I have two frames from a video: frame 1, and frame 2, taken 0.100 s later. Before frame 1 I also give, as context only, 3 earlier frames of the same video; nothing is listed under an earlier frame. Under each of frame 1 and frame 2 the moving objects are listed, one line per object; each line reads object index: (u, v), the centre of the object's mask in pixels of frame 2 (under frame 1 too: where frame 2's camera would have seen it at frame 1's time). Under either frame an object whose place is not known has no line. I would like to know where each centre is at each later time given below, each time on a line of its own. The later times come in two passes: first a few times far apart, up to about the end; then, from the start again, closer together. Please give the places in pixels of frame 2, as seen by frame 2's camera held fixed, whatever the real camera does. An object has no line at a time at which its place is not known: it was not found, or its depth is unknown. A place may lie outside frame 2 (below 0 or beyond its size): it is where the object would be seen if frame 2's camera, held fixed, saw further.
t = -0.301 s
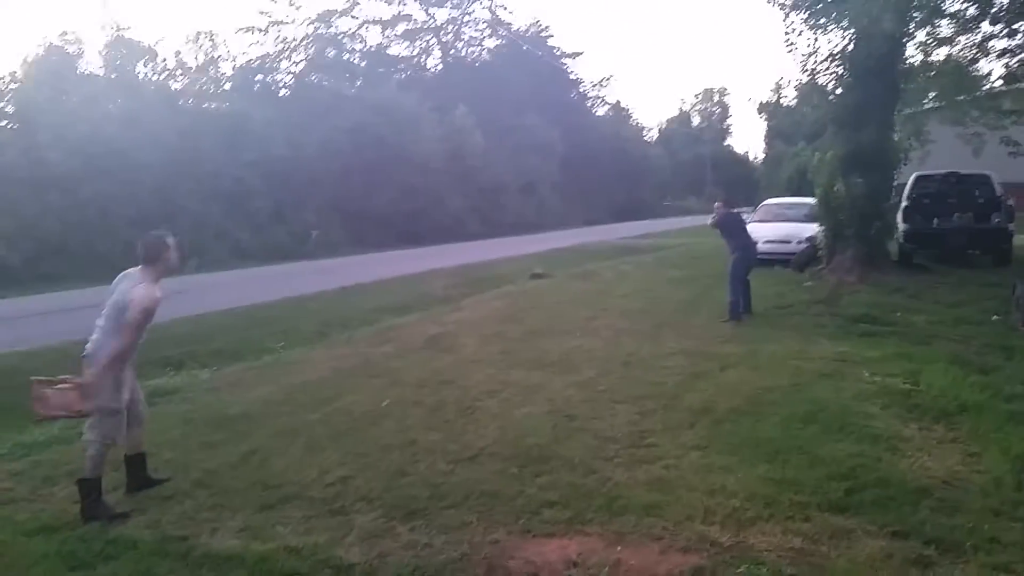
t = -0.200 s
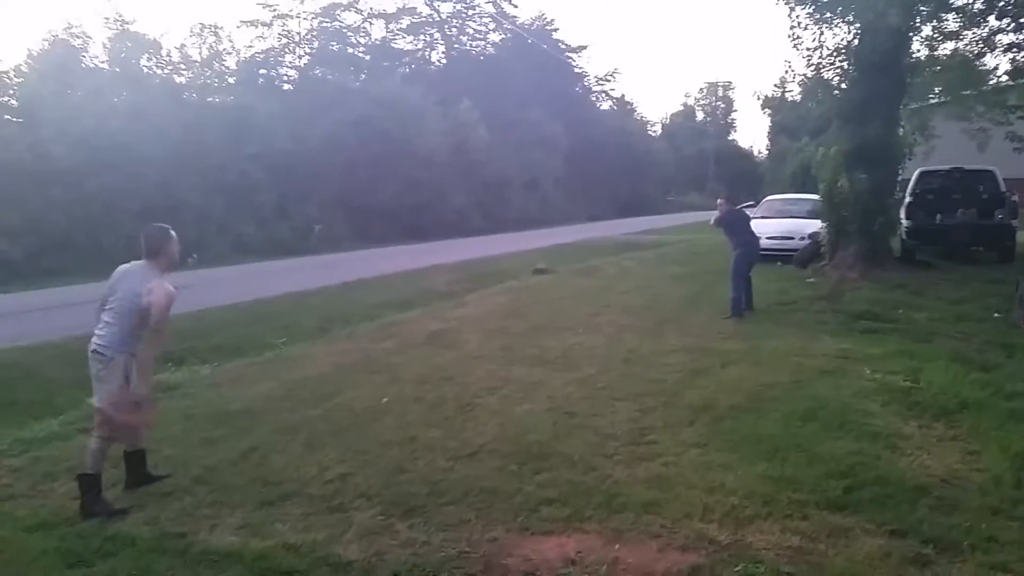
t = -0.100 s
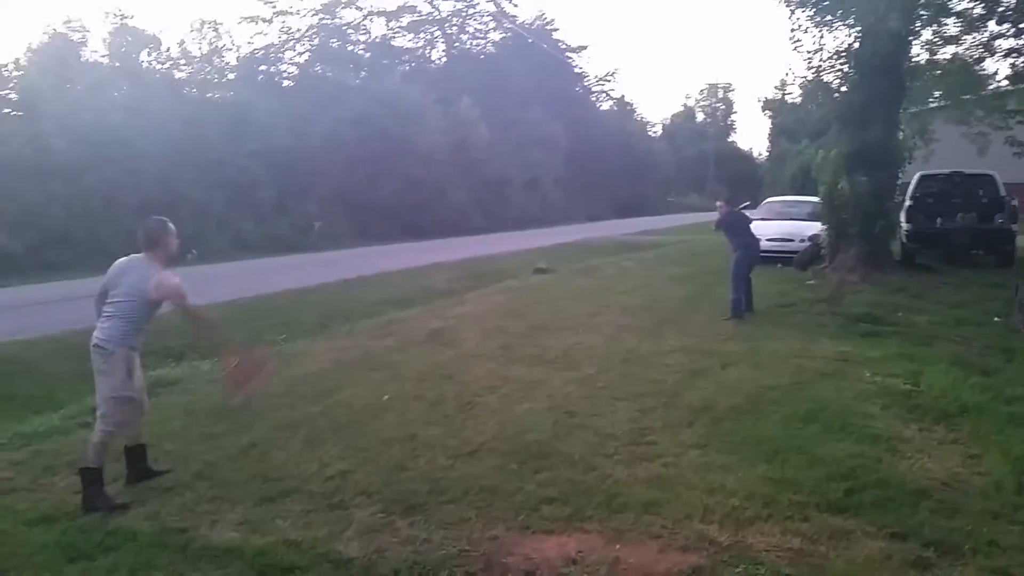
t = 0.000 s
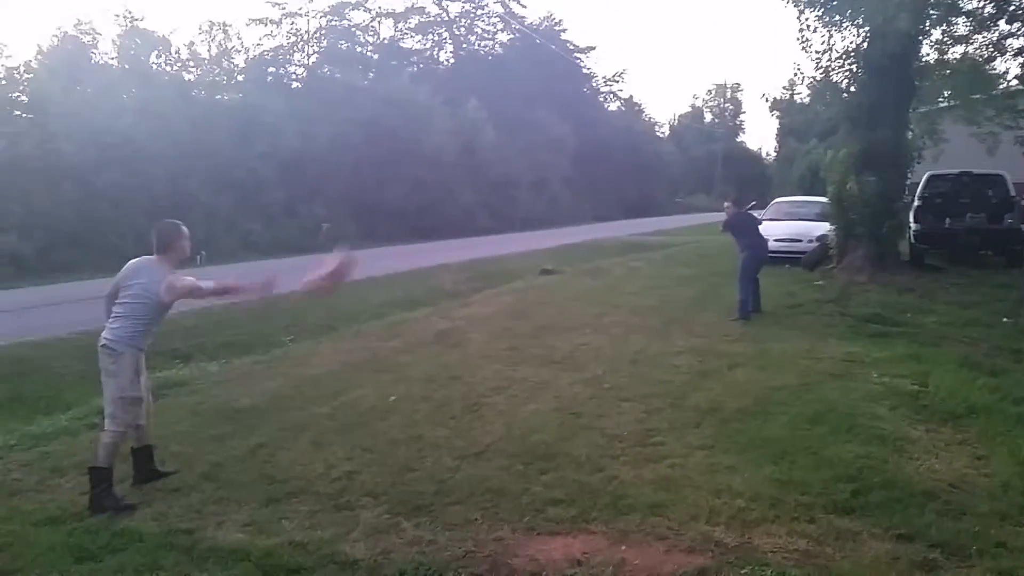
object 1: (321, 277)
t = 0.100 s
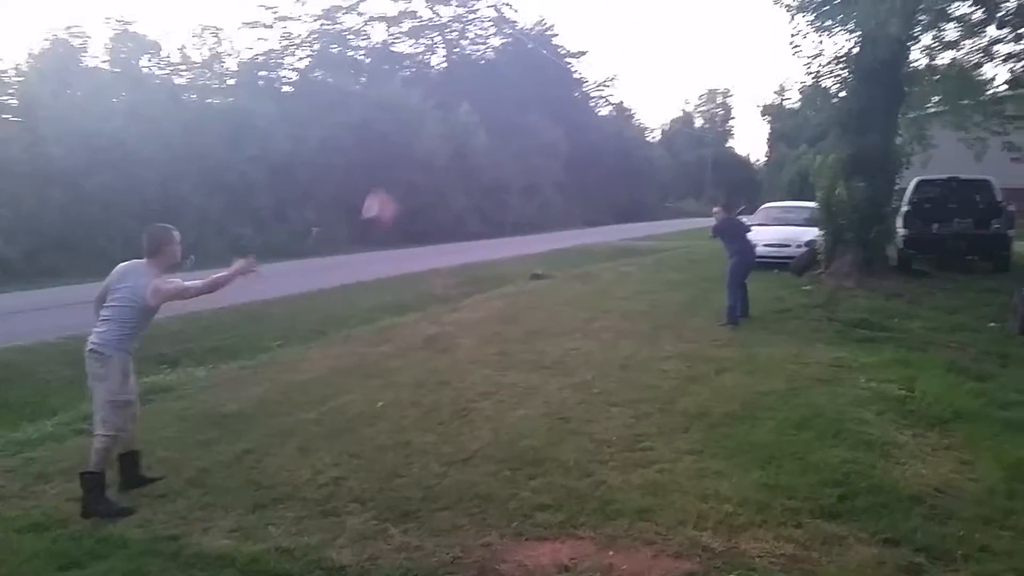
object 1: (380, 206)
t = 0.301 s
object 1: (468, 133)
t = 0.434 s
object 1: (507, 121)
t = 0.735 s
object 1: (576, 148)
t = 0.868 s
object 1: (603, 182)
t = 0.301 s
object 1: (468, 133)
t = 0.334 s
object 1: (476, 127)
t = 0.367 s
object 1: (486, 125)
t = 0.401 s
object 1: (500, 123)
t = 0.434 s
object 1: (507, 121)
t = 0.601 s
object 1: (552, 127)
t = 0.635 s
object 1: (558, 130)
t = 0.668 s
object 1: (566, 136)
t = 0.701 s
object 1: (571, 141)
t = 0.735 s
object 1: (576, 148)
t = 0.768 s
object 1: (584, 155)
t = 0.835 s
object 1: (597, 170)
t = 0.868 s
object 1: (603, 182)
